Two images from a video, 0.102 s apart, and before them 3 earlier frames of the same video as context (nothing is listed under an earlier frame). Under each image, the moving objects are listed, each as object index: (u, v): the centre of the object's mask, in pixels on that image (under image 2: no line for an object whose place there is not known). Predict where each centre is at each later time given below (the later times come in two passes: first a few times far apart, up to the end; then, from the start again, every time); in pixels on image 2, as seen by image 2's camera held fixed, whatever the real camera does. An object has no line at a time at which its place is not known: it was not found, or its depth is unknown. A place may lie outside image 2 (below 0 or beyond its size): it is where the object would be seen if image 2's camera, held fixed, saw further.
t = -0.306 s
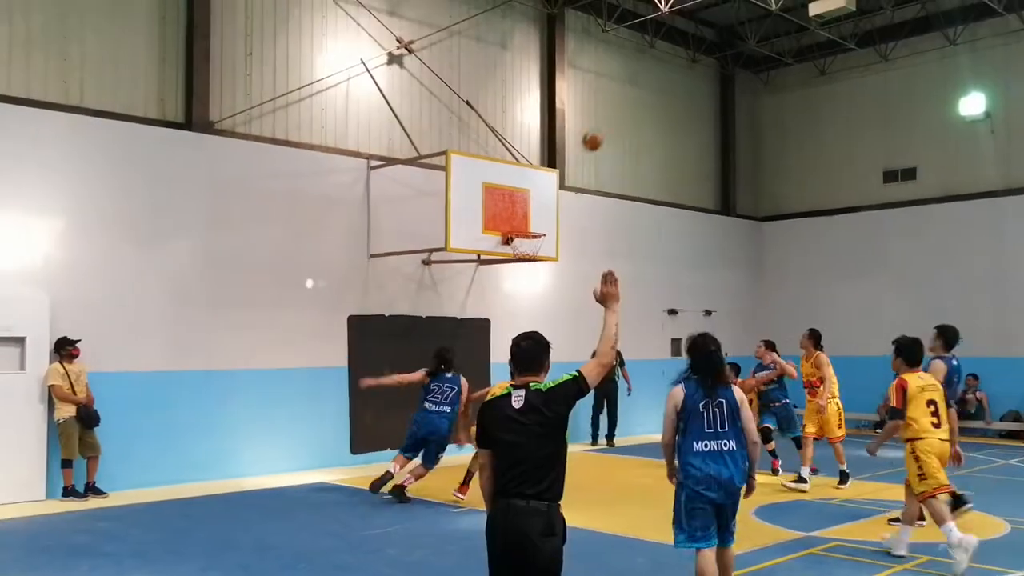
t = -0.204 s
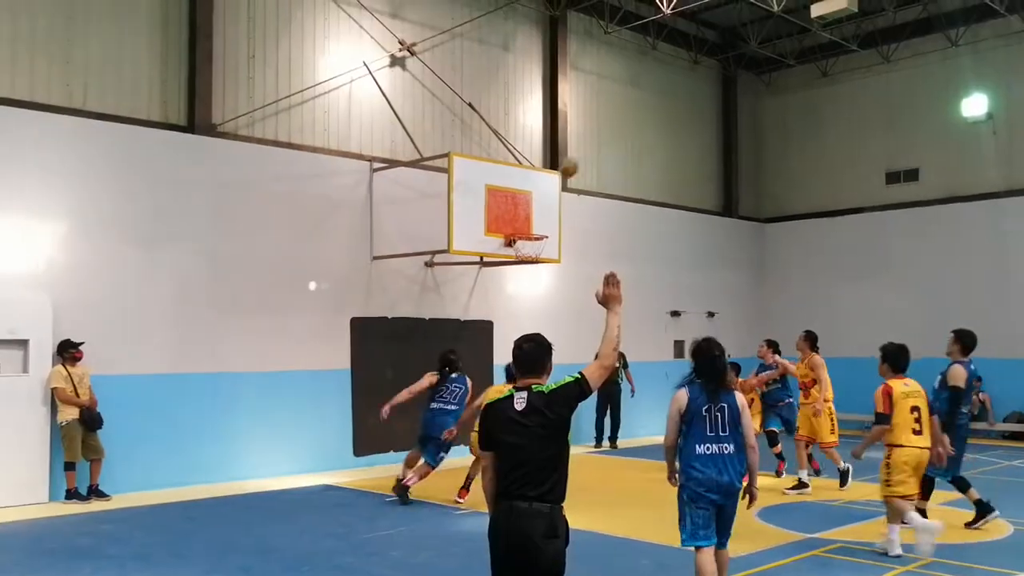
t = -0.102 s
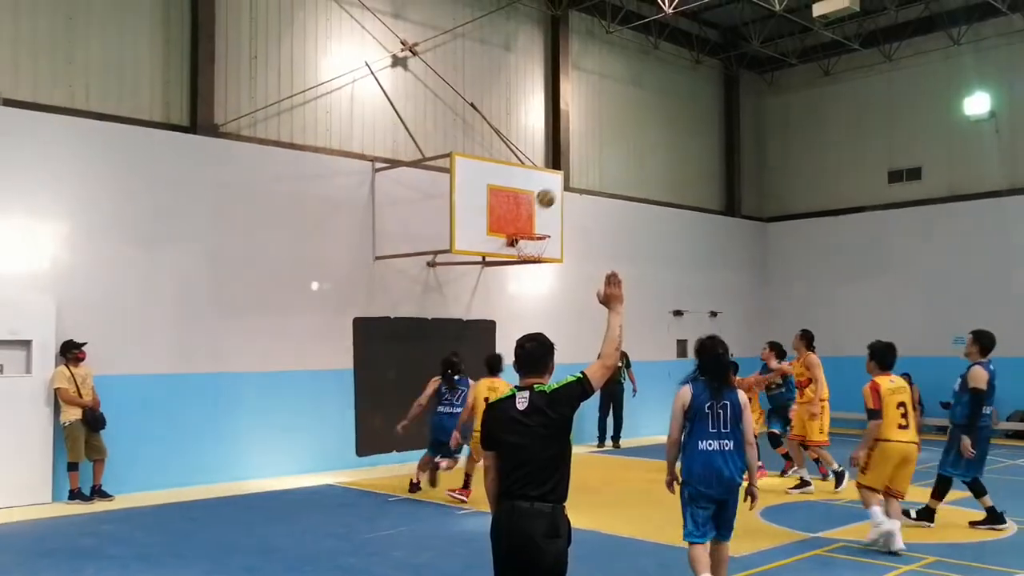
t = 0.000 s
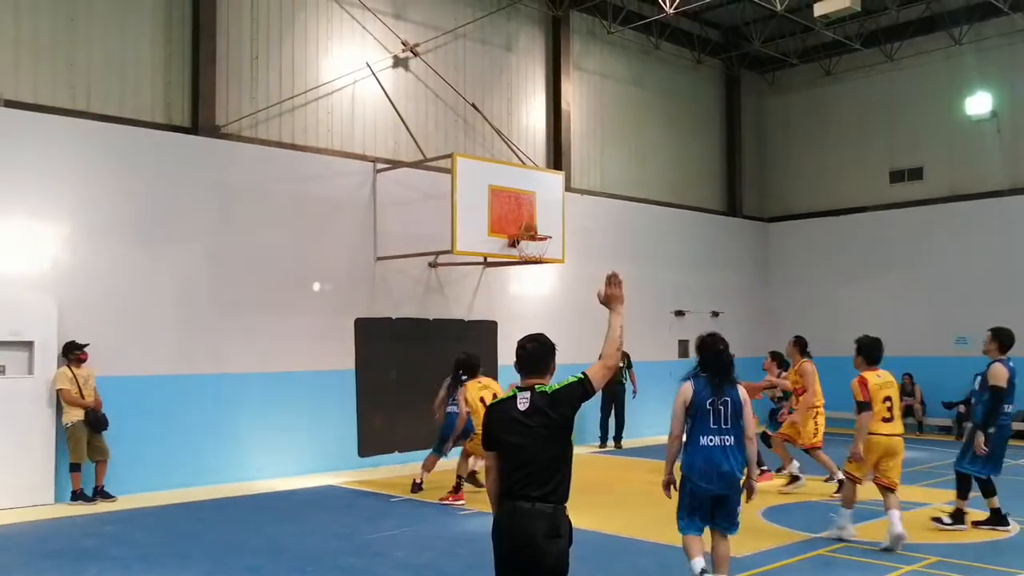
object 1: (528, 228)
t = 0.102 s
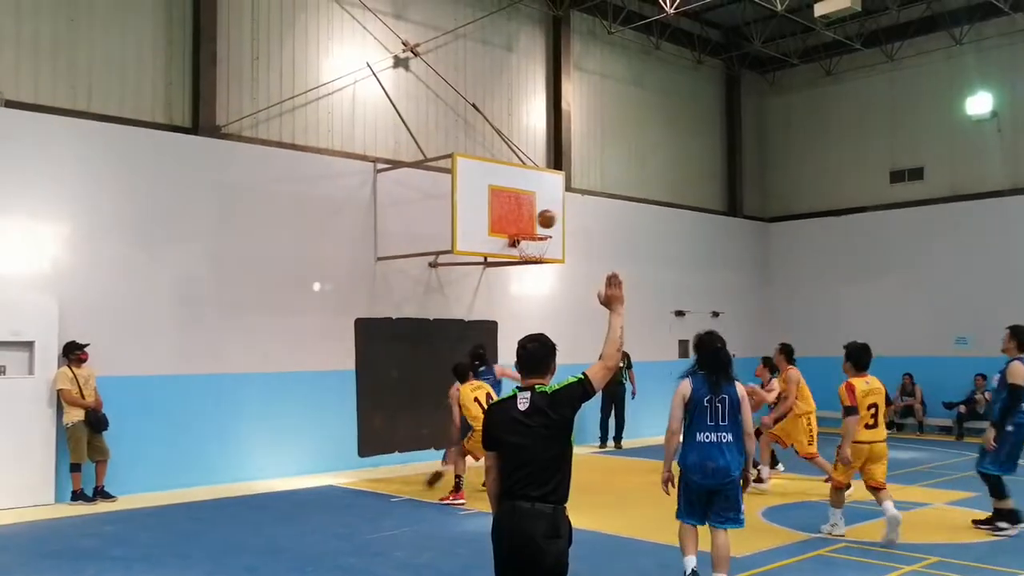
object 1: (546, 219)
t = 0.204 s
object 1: (567, 215)
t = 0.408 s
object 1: (614, 236)
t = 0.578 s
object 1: (654, 285)
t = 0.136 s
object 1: (553, 217)
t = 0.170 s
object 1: (560, 215)
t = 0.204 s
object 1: (567, 215)
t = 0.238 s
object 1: (574, 216)
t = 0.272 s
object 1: (582, 218)
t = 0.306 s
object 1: (590, 221)
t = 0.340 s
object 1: (597, 225)
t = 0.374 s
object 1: (605, 230)
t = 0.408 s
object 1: (614, 236)
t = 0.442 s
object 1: (622, 244)
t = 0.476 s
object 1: (629, 251)
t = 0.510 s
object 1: (637, 261)
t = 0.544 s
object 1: (645, 273)
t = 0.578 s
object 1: (654, 285)
